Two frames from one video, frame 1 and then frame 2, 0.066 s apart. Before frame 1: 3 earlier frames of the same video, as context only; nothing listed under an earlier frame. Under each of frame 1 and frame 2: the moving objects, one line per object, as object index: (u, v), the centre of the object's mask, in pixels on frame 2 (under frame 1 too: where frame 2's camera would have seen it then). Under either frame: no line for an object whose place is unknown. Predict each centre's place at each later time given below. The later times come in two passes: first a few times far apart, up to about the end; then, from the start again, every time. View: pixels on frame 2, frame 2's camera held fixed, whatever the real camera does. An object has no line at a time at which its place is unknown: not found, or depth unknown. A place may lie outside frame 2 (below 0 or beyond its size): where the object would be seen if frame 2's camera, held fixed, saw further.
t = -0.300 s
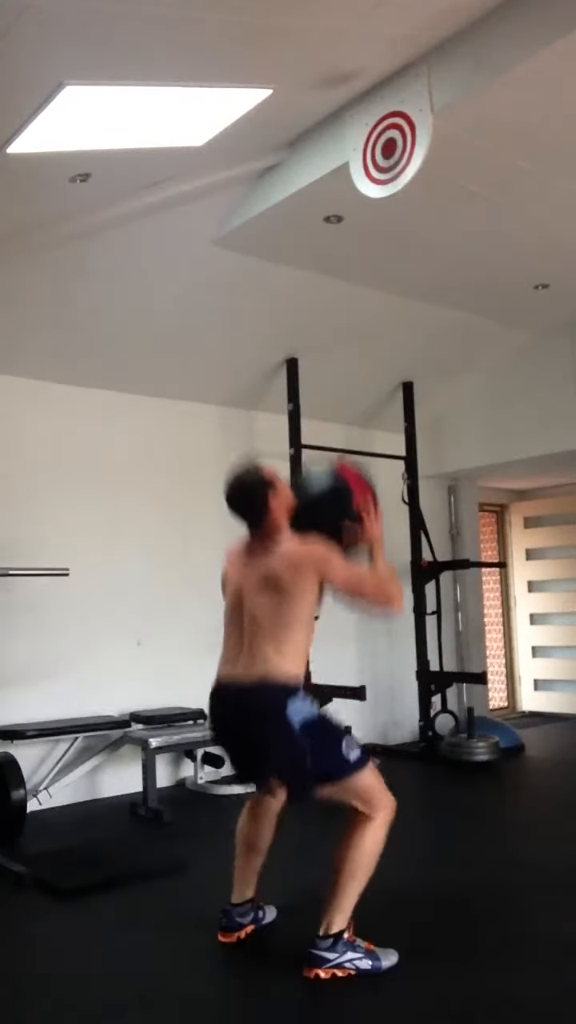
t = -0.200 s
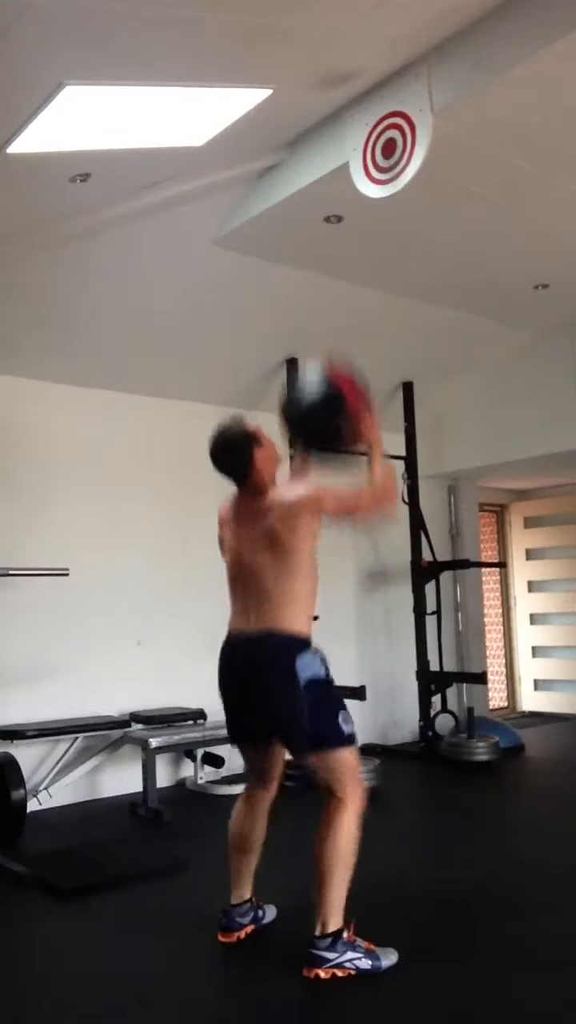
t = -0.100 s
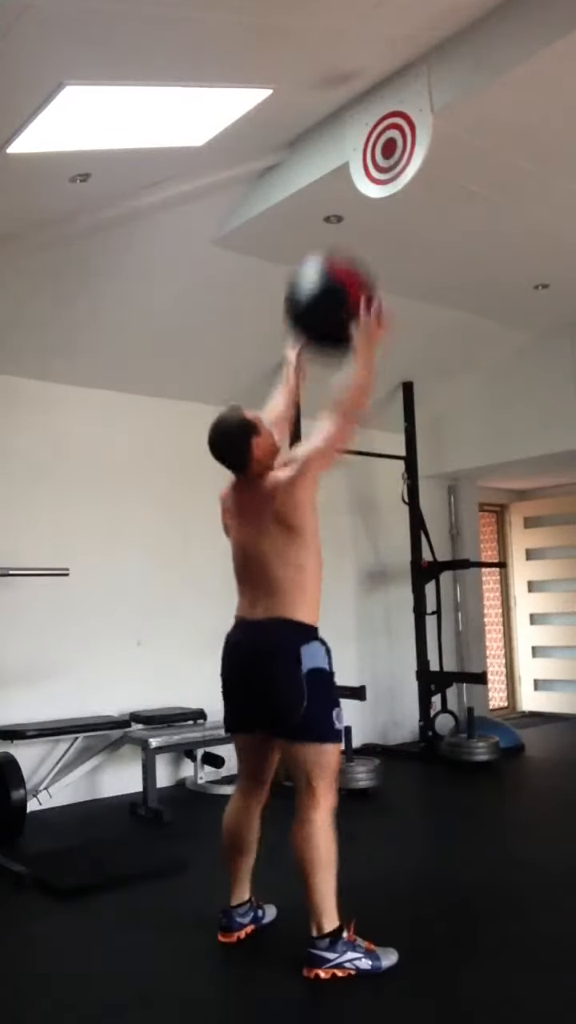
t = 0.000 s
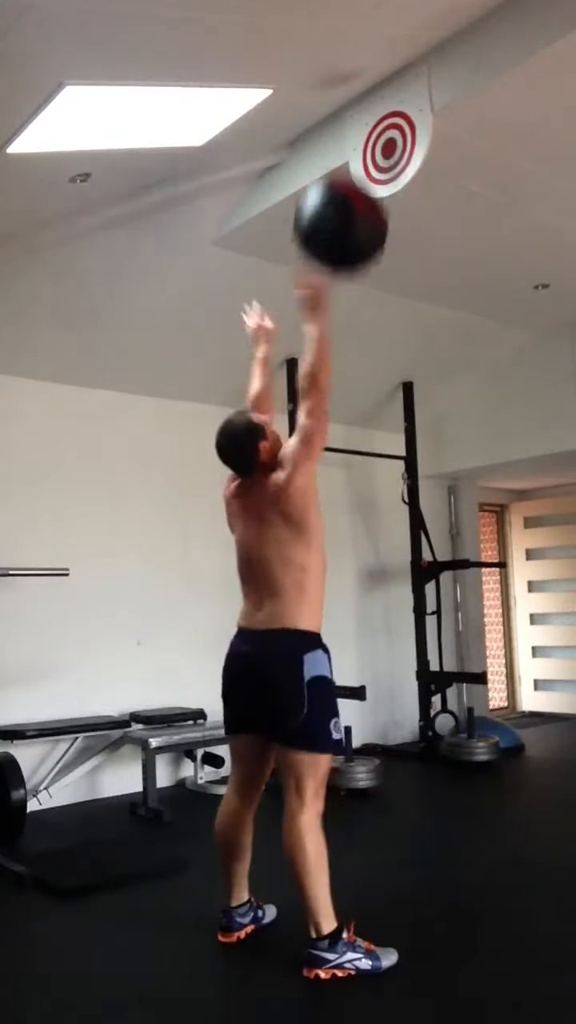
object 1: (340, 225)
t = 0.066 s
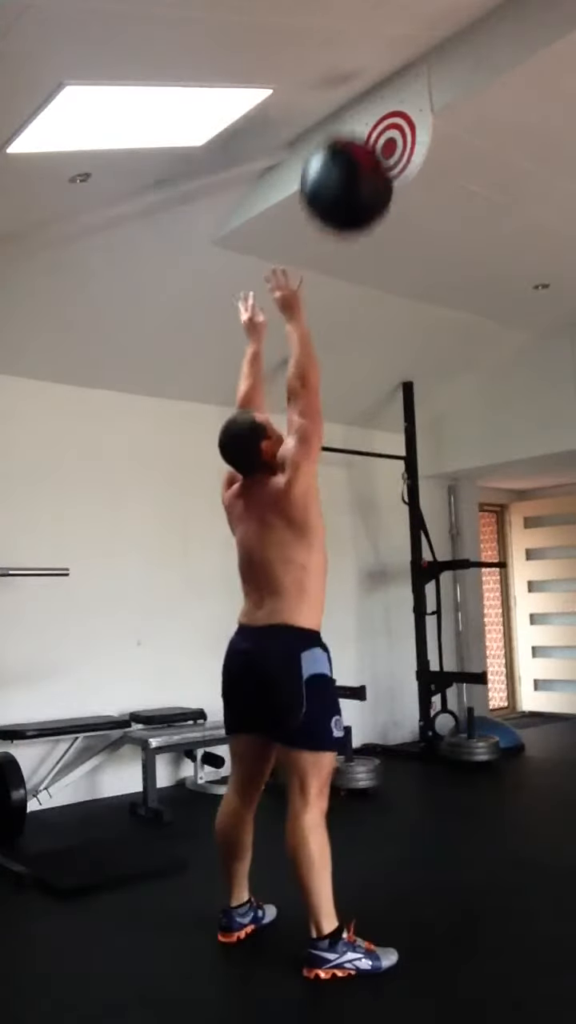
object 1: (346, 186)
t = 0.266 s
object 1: (370, 136)
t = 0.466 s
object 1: (363, 154)
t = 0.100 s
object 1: (360, 164)
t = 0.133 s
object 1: (361, 154)
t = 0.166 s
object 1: (363, 147)
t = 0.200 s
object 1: (366, 142)
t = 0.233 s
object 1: (367, 137)
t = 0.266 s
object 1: (370, 136)
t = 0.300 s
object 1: (368, 135)
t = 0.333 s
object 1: (367, 135)
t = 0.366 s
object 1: (365, 138)
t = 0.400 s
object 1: (364, 142)
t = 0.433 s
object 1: (362, 147)
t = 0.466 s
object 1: (363, 154)
